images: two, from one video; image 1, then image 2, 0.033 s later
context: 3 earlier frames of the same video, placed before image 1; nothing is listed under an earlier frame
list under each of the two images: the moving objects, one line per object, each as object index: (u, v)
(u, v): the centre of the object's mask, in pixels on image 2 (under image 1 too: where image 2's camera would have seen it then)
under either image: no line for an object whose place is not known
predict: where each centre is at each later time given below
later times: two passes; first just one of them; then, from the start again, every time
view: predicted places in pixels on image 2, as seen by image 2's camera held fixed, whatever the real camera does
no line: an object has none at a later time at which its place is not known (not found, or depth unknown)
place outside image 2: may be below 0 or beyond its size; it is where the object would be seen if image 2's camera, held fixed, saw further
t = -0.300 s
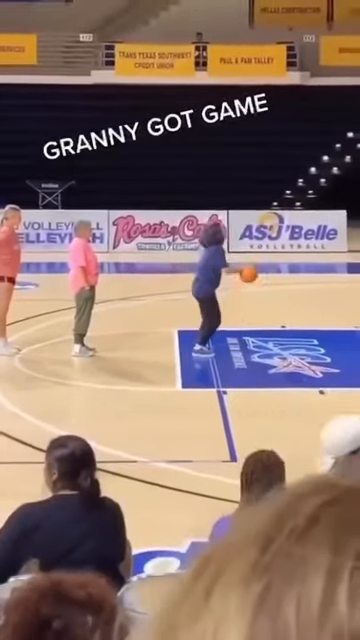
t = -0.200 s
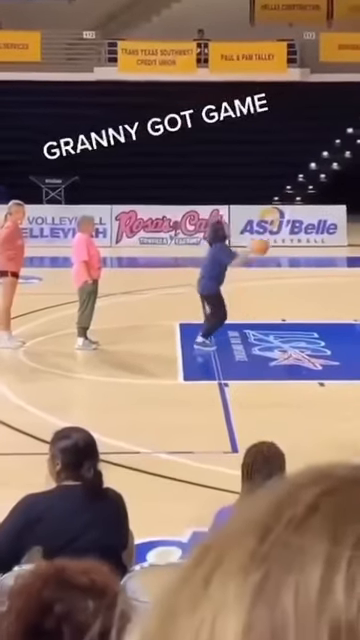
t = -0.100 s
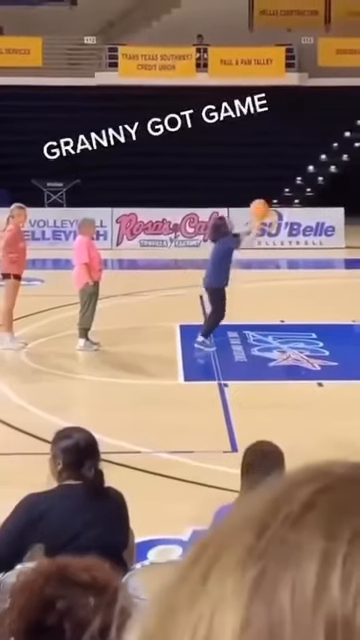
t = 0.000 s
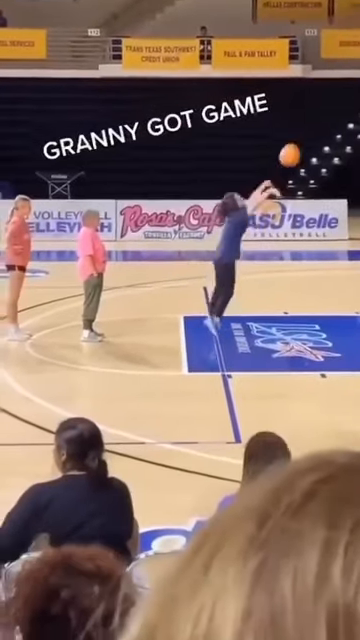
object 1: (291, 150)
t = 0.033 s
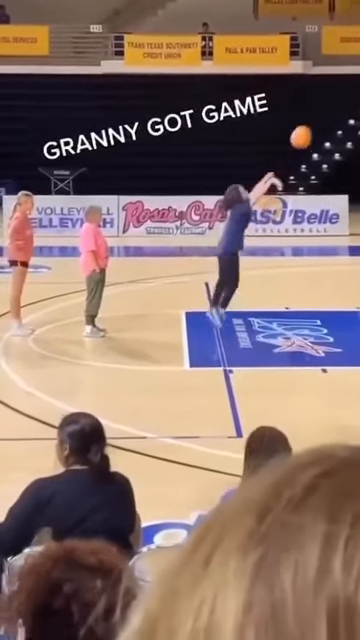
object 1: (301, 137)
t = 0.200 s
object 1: (351, 85)
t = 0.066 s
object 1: (311, 124)
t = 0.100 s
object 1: (321, 112)
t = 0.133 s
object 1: (332, 101)
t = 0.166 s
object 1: (342, 92)
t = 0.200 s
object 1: (351, 85)
